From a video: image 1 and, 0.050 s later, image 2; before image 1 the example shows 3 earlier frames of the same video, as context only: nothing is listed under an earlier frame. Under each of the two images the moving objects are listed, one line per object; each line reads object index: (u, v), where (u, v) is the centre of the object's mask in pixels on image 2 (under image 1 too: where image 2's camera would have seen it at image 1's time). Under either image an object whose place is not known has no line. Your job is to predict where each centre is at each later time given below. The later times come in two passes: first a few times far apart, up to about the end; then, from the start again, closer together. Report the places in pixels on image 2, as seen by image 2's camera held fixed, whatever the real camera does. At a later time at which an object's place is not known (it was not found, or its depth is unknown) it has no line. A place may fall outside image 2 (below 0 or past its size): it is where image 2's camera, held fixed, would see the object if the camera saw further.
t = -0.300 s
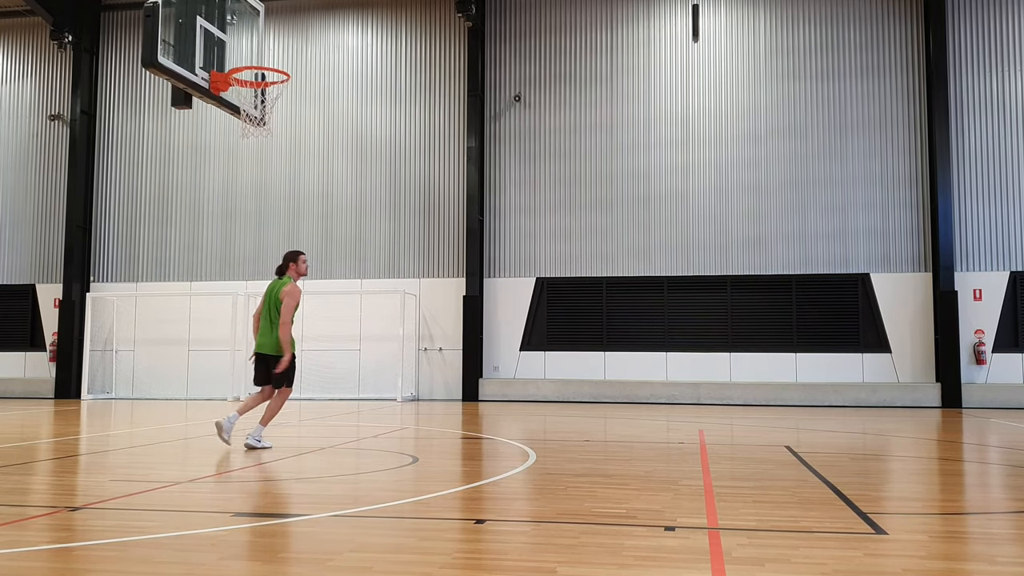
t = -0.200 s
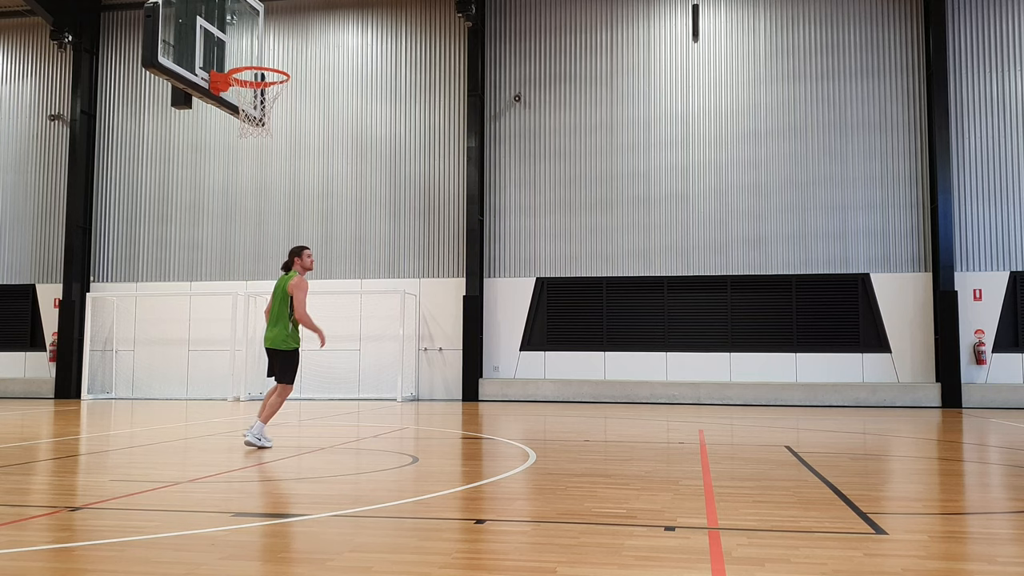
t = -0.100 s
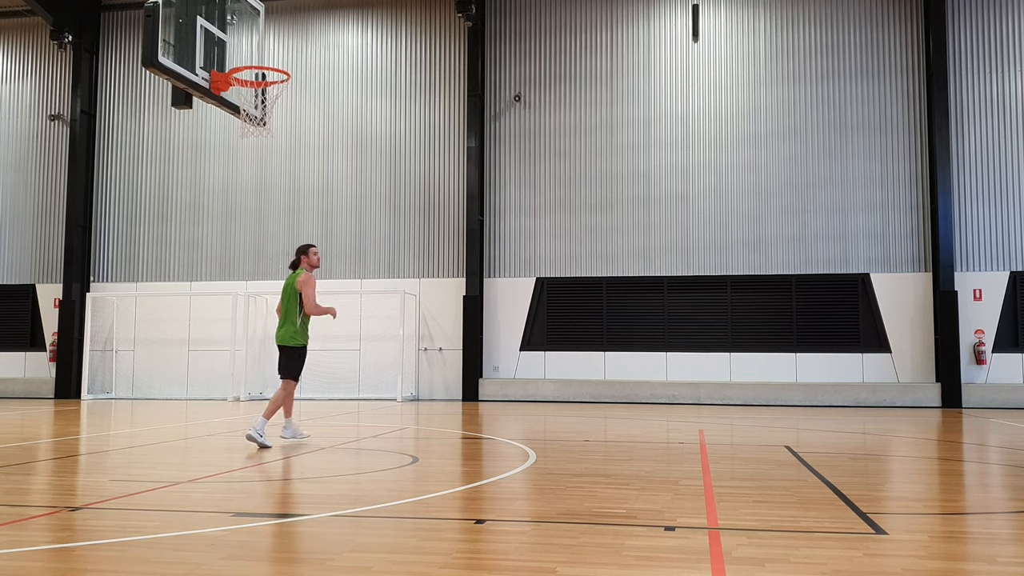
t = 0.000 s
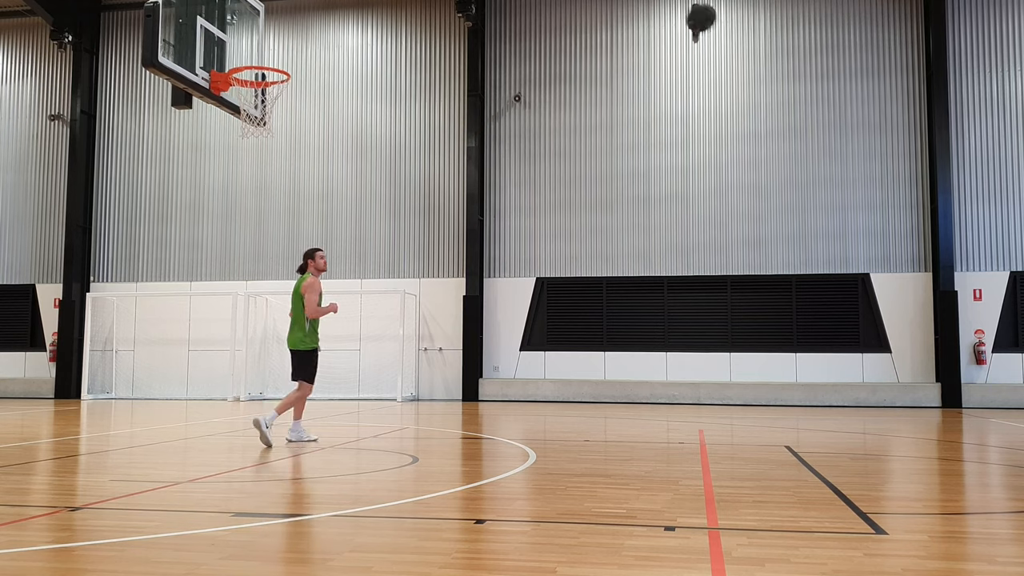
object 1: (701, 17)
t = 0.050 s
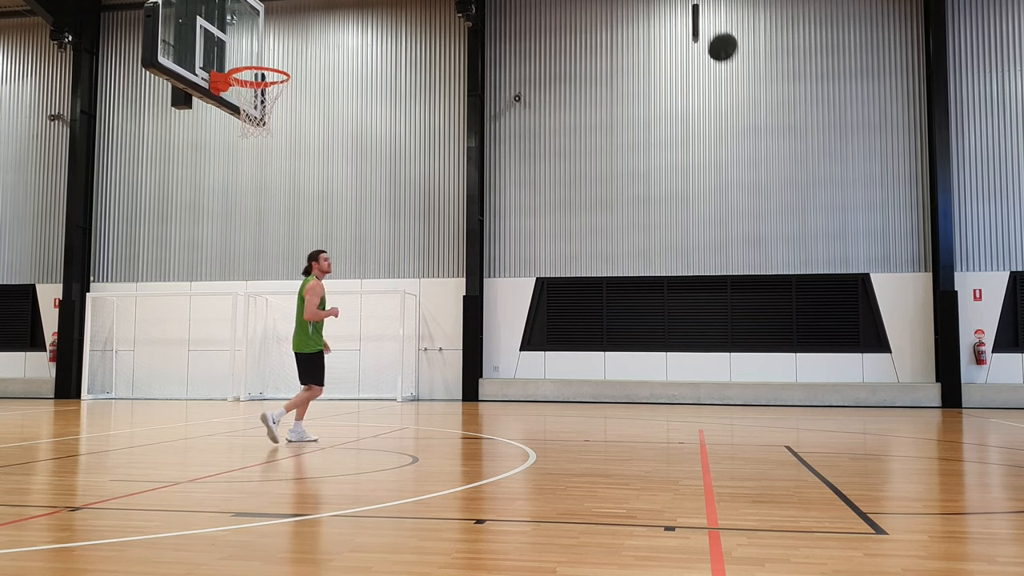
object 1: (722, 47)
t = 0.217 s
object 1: (792, 167)
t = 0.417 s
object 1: (874, 357)
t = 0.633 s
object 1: (965, 344)
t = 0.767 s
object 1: (1016, 255)
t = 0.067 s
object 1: (730, 57)
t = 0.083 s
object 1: (737, 68)
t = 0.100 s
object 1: (744, 79)
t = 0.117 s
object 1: (751, 91)
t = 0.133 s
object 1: (758, 103)
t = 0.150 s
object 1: (764, 115)
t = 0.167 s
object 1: (771, 127)
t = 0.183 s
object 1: (778, 140)
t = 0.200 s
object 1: (785, 153)
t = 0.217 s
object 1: (792, 167)
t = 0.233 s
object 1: (799, 180)
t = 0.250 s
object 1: (806, 195)
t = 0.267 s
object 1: (813, 209)
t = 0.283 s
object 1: (820, 225)
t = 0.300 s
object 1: (827, 240)
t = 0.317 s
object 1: (834, 256)
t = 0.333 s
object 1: (841, 274)
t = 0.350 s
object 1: (848, 290)
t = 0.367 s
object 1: (854, 305)
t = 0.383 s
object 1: (862, 323)
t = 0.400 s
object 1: (869, 339)
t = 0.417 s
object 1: (874, 357)
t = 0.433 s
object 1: (882, 378)
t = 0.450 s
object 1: (889, 396)
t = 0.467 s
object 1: (895, 415)
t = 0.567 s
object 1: (937, 395)
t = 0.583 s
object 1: (945, 382)
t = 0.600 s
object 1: (951, 369)
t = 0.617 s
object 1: (956, 357)
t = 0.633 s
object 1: (965, 344)
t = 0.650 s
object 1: (972, 331)
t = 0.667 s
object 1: (980, 319)
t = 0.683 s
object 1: (987, 308)
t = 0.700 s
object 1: (994, 296)
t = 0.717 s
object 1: (1001, 285)
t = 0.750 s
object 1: (1012, 265)
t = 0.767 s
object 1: (1016, 255)
